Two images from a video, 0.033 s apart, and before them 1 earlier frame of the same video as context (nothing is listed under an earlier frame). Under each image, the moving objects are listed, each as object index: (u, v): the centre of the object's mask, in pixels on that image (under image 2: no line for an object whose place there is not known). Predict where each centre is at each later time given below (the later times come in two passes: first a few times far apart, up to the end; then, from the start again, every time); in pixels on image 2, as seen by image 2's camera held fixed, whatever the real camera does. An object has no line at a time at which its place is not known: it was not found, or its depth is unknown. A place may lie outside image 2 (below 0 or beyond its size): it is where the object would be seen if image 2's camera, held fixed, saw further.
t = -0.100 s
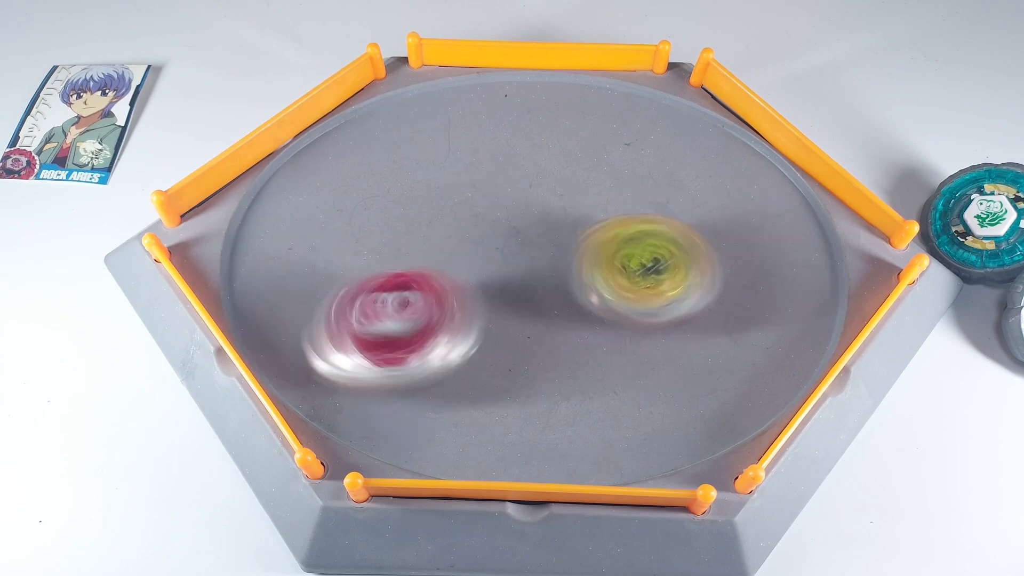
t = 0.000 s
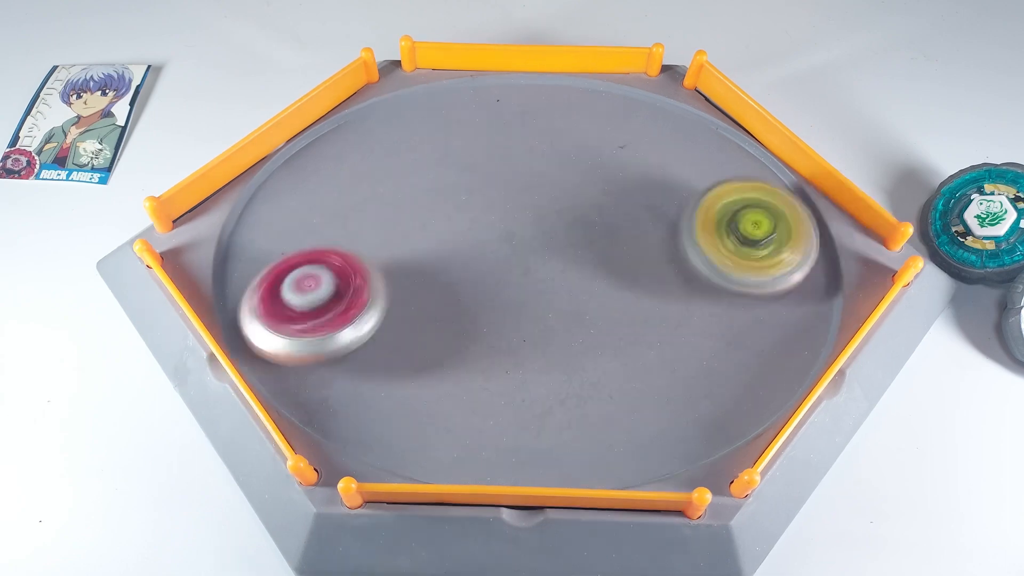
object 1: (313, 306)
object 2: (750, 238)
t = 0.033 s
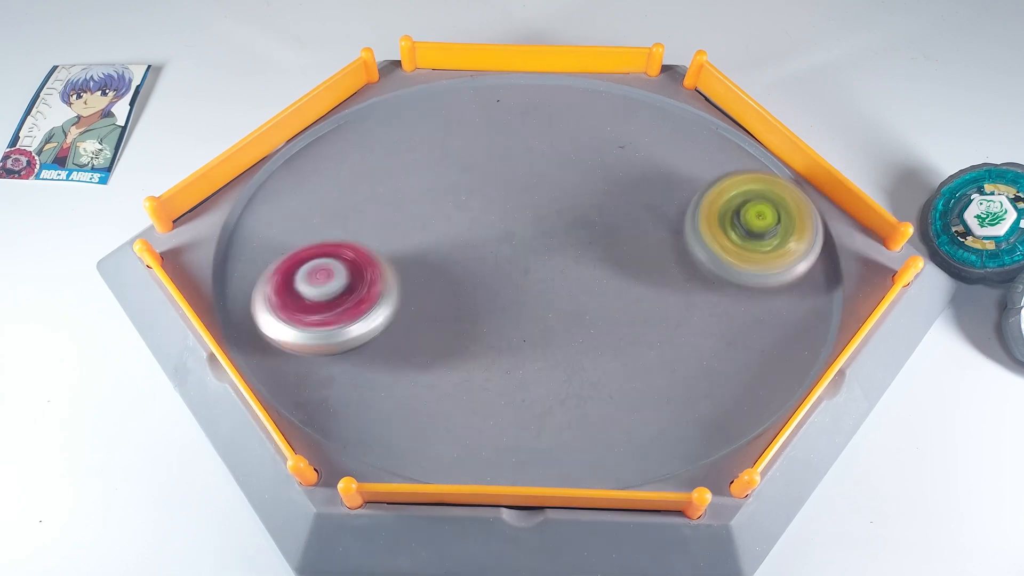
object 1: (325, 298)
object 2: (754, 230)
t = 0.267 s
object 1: (346, 303)
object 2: (738, 183)
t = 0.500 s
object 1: (358, 310)
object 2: (658, 191)
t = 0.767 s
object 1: (380, 314)
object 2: (558, 240)
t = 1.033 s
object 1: (317, 335)
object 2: (566, 228)
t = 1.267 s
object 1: (335, 343)
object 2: (545, 211)
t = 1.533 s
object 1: (363, 353)
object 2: (529, 208)
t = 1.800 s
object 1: (399, 361)
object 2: (516, 213)
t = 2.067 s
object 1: (437, 368)
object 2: (499, 223)
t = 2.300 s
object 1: (466, 374)
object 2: (473, 240)
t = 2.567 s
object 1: (492, 377)
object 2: (438, 263)
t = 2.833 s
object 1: (531, 398)
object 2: (404, 254)
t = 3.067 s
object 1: (548, 395)
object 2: (405, 252)
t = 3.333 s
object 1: (561, 389)
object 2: (447, 248)
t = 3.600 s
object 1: (574, 378)
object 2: (503, 249)
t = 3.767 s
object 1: (585, 376)
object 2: (530, 260)
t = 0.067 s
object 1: (337, 296)
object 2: (757, 220)
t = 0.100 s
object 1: (343, 296)
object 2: (757, 212)
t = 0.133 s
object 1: (344, 298)
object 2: (757, 204)
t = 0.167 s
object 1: (344, 299)
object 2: (755, 198)
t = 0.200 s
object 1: (345, 301)
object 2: (751, 192)
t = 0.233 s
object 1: (345, 302)
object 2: (746, 187)
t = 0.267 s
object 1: (346, 303)
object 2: (738, 183)
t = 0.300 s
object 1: (347, 305)
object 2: (729, 181)
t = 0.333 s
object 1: (348, 305)
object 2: (719, 180)
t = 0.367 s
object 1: (350, 307)
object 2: (708, 179)
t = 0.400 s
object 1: (351, 308)
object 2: (696, 181)
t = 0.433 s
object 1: (353, 309)
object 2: (683, 183)
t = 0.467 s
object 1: (356, 310)
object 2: (670, 187)
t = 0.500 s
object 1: (358, 310)
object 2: (658, 191)
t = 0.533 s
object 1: (360, 311)
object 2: (644, 196)
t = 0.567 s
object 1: (363, 311)
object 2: (631, 202)
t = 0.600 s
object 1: (365, 312)
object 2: (619, 208)
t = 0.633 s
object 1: (368, 312)
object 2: (606, 215)
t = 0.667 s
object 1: (371, 312)
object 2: (594, 220)
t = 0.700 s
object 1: (374, 313)
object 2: (582, 227)
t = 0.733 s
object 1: (377, 313)
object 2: (570, 234)
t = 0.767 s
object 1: (380, 314)
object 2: (558, 240)
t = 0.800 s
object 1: (383, 314)
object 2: (546, 246)
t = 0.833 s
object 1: (386, 314)
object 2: (535, 252)
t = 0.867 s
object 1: (390, 314)
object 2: (522, 255)
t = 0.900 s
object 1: (362, 323)
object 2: (529, 250)
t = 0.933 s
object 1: (328, 332)
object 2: (555, 239)
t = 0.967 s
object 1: (313, 334)
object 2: (567, 233)
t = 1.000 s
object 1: (314, 333)
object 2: (570, 230)
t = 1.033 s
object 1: (317, 335)
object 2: (566, 228)
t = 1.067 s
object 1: (319, 336)
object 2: (562, 225)
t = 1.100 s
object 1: (322, 337)
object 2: (559, 223)
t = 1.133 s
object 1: (324, 338)
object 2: (556, 220)
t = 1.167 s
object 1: (327, 340)
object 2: (553, 219)
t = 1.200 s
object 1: (329, 341)
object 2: (550, 217)
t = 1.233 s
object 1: (332, 342)
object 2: (547, 214)
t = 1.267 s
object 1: (335, 343)
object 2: (545, 211)
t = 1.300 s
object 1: (338, 344)
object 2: (542, 211)
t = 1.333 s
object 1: (342, 346)
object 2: (540, 209)
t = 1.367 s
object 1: (345, 347)
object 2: (538, 208)
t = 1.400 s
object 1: (348, 348)
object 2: (535, 207)
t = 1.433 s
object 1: (352, 349)
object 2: (533, 207)
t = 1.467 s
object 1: (356, 350)
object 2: (531, 207)
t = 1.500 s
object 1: (360, 351)
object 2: (530, 207)
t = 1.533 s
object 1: (363, 353)
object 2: (529, 208)
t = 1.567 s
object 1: (367, 354)
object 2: (528, 208)
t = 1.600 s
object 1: (371, 355)
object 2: (526, 209)
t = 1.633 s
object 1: (375, 356)
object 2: (525, 210)
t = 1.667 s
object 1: (380, 357)
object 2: (523, 211)
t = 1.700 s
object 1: (385, 358)
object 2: (522, 212)
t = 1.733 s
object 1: (389, 359)
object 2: (520, 213)
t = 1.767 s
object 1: (394, 360)
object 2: (518, 213)
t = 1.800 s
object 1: (399, 361)
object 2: (516, 213)
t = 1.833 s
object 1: (404, 362)
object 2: (514, 215)
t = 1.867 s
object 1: (409, 363)
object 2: (512, 215)
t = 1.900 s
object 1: (414, 364)
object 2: (510, 217)
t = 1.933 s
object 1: (419, 365)
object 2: (509, 217)
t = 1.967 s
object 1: (424, 366)
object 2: (506, 218)
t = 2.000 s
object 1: (428, 367)
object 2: (504, 220)
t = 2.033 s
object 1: (433, 368)
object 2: (502, 222)
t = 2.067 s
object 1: (437, 368)
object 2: (499, 223)
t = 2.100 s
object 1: (442, 369)
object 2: (496, 225)
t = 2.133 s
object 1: (446, 370)
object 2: (493, 227)
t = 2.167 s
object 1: (450, 371)
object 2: (489, 230)
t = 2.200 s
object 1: (454, 372)
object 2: (485, 233)
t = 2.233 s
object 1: (458, 373)
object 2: (482, 235)
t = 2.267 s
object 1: (462, 373)
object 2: (477, 237)
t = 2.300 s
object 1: (466, 374)
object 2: (473, 240)
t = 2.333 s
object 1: (469, 375)
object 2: (469, 242)
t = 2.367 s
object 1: (473, 375)
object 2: (464, 245)
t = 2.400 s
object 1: (476, 376)
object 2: (460, 248)
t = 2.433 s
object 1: (479, 376)
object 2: (455, 250)
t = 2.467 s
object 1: (483, 376)
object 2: (450, 254)
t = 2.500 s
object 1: (486, 376)
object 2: (446, 257)
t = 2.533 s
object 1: (489, 377)
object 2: (442, 261)
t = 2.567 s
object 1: (492, 377)
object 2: (438, 263)
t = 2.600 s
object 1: (494, 377)
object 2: (435, 265)
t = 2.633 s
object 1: (497, 377)
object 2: (432, 269)
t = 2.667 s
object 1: (499, 377)
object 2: (429, 272)
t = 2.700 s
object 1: (510, 390)
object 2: (423, 265)
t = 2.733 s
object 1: (518, 397)
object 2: (417, 260)
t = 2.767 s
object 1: (524, 398)
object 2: (413, 258)
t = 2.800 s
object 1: (528, 398)
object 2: (408, 255)
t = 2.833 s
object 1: (531, 398)
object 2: (404, 254)
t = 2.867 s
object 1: (534, 398)
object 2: (402, 253)
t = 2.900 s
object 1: (537, 397)
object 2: (400, 251)
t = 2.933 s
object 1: (539, 397)
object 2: (399, 250)
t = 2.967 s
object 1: (541, 397)
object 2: (399, 250)
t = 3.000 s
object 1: (544, 396)
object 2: (401, 251)
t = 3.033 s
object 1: (546, 396)
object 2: (403, 252)
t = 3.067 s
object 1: (548, 395)
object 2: (405, 252)
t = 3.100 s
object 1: (549, 394)
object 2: (408, 252)
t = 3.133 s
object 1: (551, 394)
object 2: (412, 252)
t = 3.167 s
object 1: (553, 393)
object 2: (417, 251)
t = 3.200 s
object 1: (554, 392)
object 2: (422, 250)
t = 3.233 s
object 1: (556, 391)
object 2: (427, 249)
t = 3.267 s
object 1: (558, 391)
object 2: (433, 249)
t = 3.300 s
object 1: (559, 390)
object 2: (440, 248)
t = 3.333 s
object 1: (561, 389)
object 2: (447, 248)
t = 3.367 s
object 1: (563, 387)
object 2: (453, 247)
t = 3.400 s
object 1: (564, 386)
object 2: (461, 247)
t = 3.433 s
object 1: (566, 385)
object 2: (468, 247)
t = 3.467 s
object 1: (568, 384)
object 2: (475, 248)
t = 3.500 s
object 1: (570, 382)
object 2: (483, 247)
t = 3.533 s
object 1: (571, 381)
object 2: (490, 247)
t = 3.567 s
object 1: (573, 380)
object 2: (496, 248)
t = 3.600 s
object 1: (574, 378)
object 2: (503, 249)
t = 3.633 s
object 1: (576, 377)
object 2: (510, 250)
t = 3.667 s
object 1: (577, 375)
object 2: (517, 252)
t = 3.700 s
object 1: (579, 373)
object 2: (522, 255)
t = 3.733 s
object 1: (581, 371)
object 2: (526, 258)
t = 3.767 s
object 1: (585, 376)
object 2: (530, 260)
